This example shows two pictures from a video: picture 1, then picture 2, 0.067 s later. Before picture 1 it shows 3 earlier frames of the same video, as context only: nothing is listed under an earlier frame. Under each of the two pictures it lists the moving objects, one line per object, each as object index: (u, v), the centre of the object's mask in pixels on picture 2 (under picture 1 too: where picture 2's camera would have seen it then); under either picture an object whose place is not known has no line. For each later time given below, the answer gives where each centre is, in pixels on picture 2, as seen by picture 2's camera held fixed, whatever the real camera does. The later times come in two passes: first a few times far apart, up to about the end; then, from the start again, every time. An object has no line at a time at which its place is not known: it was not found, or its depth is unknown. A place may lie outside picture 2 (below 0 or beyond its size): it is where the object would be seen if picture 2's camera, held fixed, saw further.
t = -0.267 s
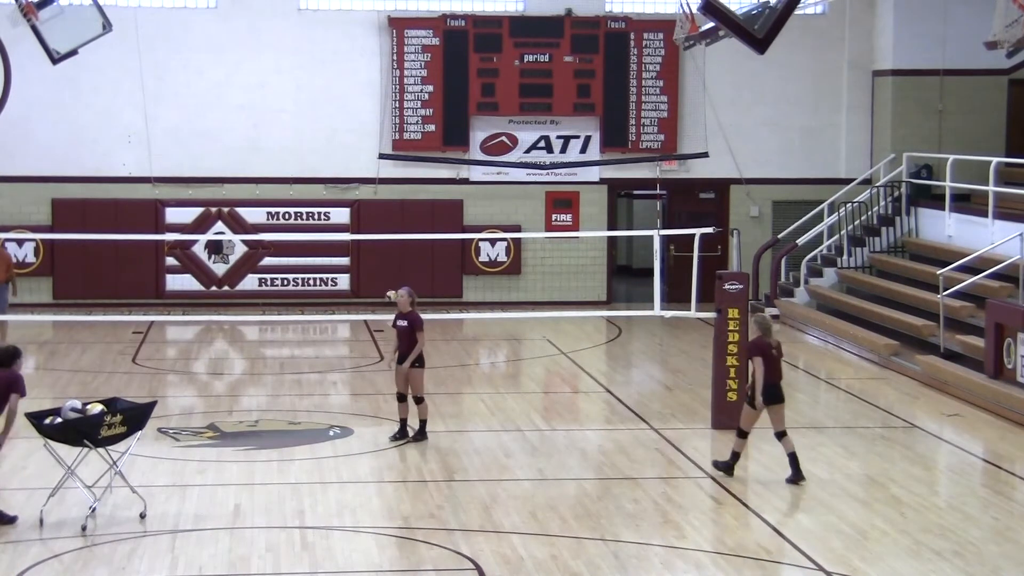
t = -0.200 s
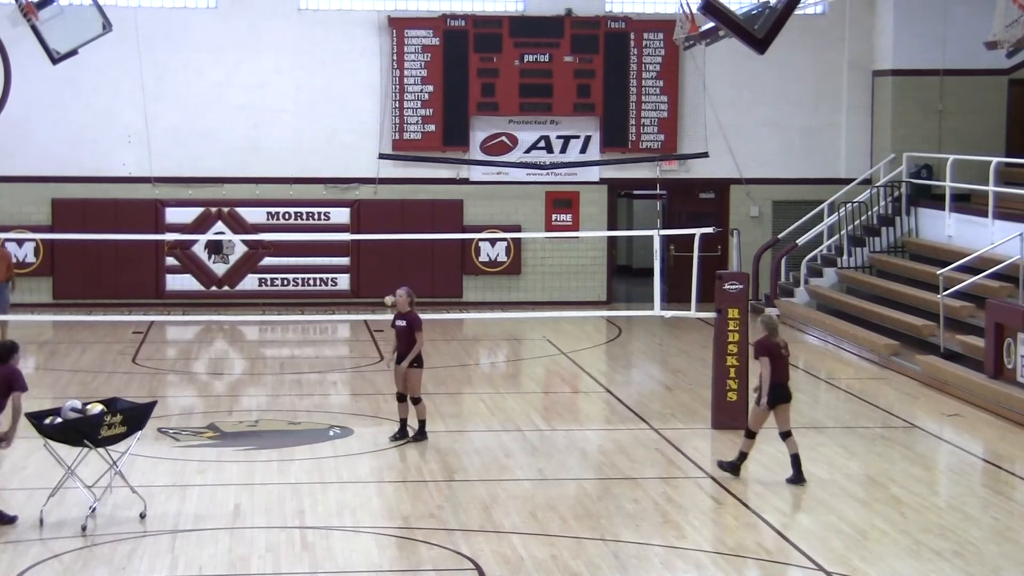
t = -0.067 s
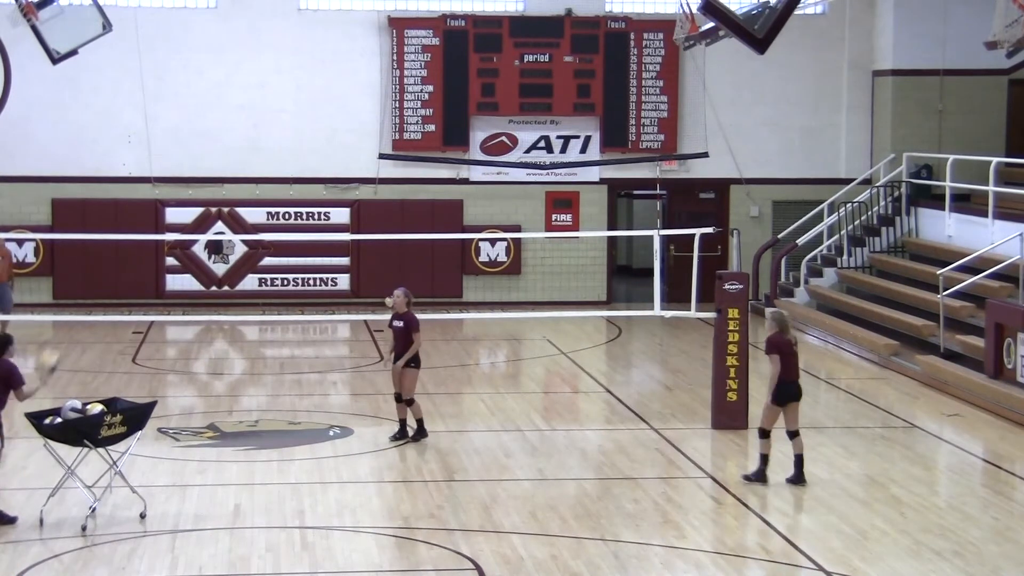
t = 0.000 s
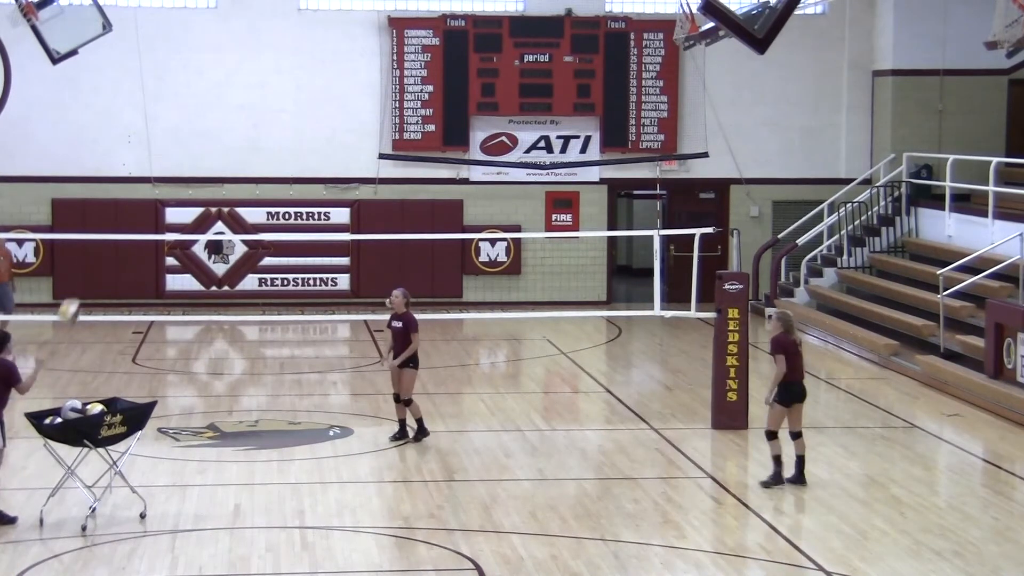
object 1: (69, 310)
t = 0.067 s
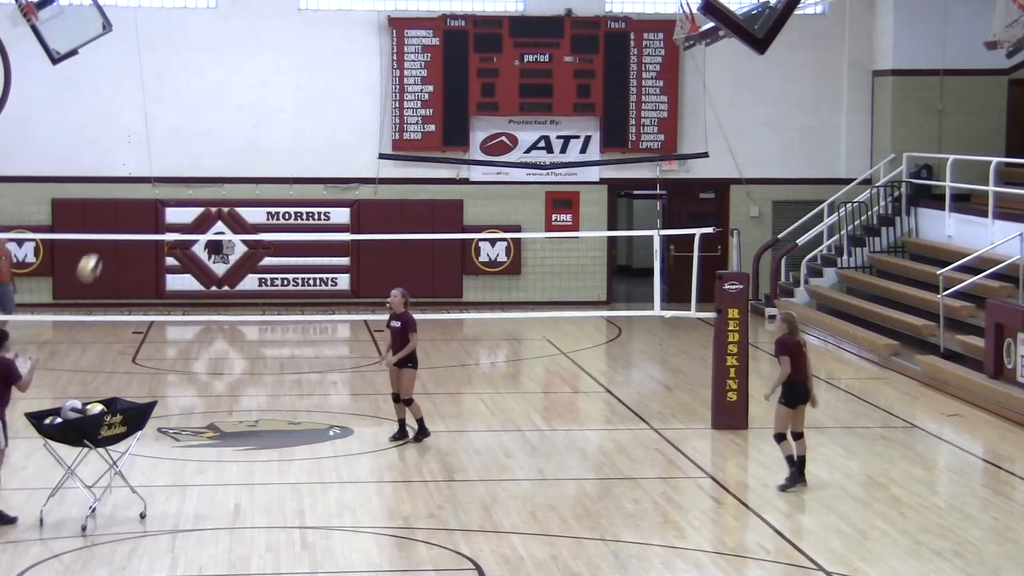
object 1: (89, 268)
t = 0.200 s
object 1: (127, 196)
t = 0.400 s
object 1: (182, 127)
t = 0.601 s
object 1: (234, 102)
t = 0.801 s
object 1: (282, 115)
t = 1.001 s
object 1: (325, 165)
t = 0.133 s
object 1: (109, 227)
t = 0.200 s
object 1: (127, 196)
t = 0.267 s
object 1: (147, 167)
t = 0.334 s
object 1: (165, 145)
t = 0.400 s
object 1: (182, 127)
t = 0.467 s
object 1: (200, 113)
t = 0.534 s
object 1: (217, 105)
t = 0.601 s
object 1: (234, 102)
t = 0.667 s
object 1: (250, 103)
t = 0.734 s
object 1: (266, 106)
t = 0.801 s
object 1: (282, 115)
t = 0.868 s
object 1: (296, 128)
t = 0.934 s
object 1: (311, 144)
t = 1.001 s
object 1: (325, 165)
